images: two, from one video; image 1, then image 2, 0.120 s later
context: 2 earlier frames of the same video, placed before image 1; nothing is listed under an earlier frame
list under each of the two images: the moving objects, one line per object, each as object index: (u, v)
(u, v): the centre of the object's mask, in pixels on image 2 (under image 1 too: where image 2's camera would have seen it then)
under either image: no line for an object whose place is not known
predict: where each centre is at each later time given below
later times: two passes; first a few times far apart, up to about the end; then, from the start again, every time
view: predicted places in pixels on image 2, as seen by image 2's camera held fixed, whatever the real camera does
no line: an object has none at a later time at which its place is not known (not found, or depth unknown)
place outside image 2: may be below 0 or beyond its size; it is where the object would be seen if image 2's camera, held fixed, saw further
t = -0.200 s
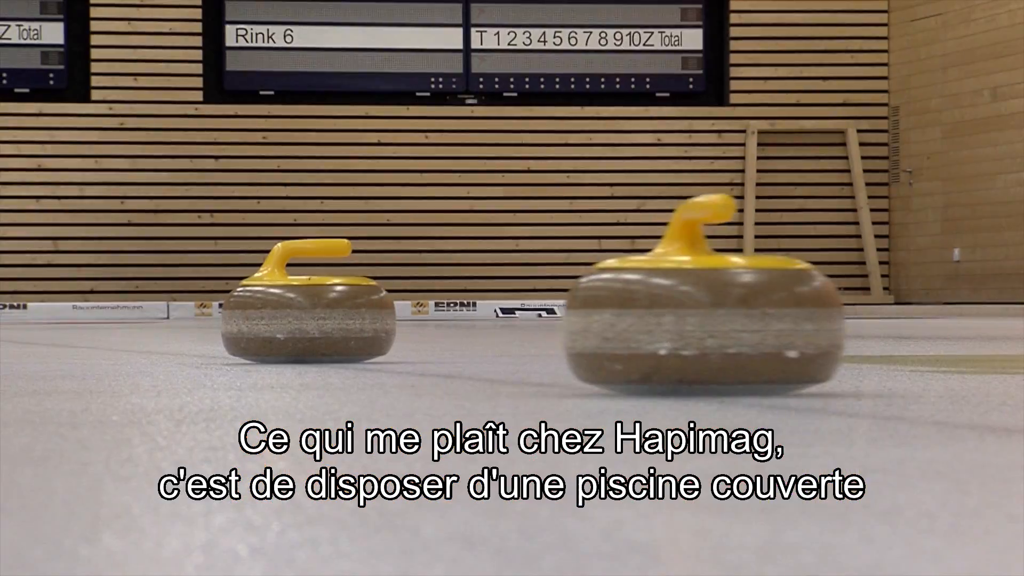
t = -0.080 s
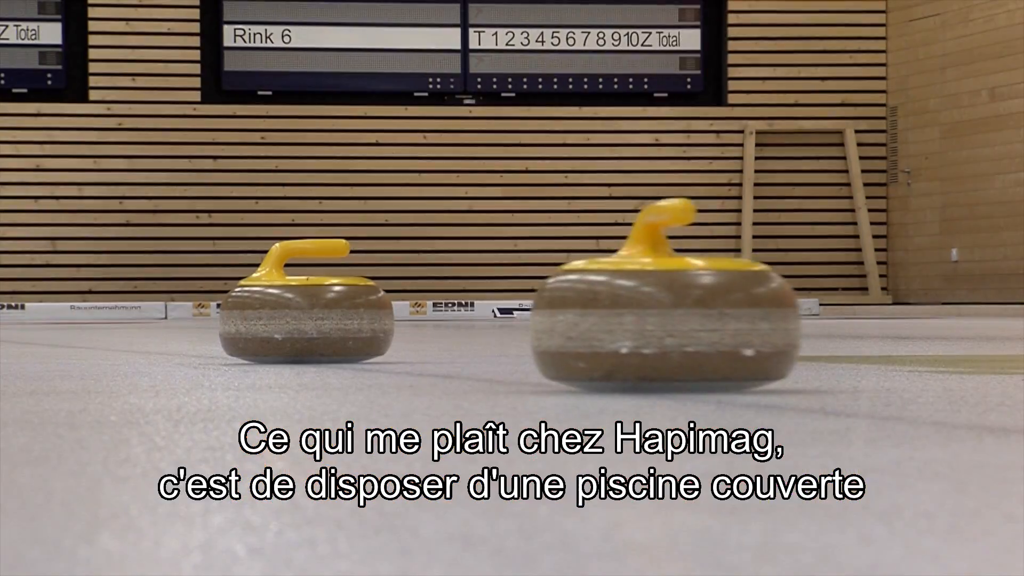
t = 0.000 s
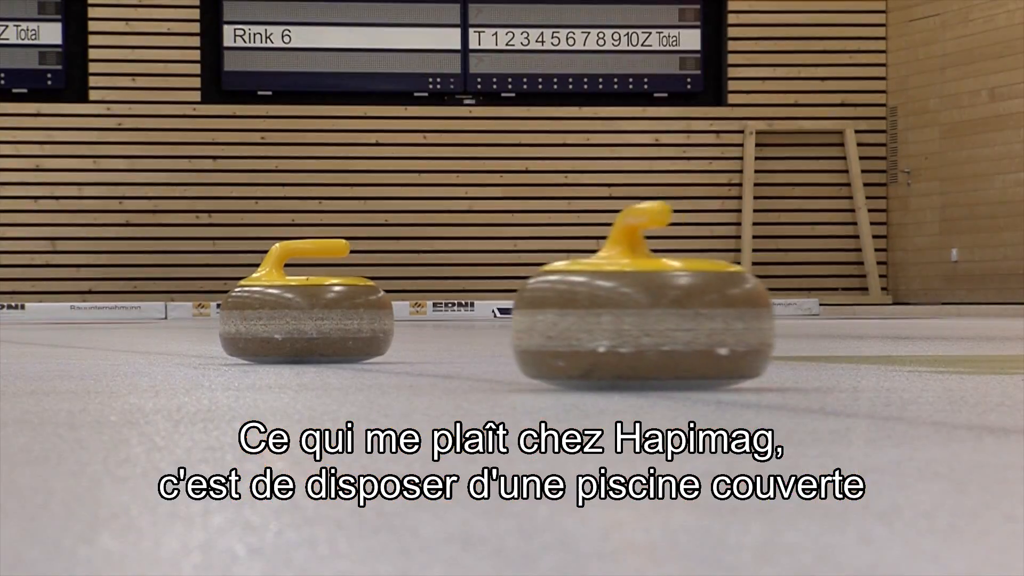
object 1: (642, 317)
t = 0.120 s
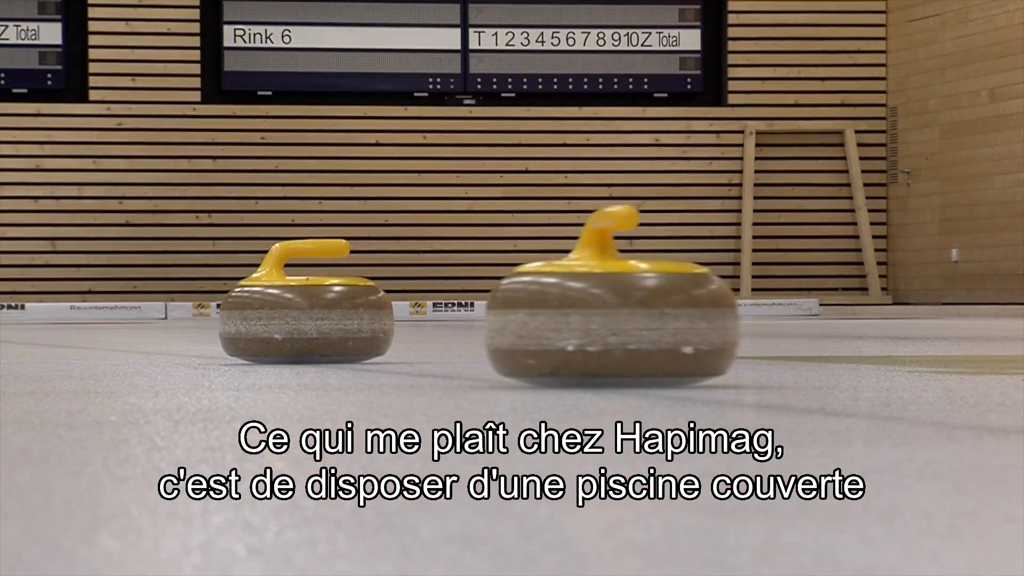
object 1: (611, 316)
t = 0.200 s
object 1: (591, 315)
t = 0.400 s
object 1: (548, 315)
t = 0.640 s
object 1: (502, 316)
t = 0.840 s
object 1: (468, 316)
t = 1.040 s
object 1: (439, 316)
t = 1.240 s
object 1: (412, 316)
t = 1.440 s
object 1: (388, 316)
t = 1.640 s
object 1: (366, 316)
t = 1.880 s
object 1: (381, 315)
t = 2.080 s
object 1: (391, 314)
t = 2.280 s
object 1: (394, 314)
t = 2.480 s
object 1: (394, 314)
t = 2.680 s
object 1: (394, 314)
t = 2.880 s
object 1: (394, 314)
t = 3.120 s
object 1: (394, 314)
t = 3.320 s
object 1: (394, 314)
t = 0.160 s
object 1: (601, 316)
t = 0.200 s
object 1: (591, 315)
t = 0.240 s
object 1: (582, 315)
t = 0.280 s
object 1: (573, 316)
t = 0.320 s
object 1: (564, 315)
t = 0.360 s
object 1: (556, 315)
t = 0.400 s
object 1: (548, 315)
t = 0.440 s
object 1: (540, 315)
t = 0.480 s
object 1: (532, 315)
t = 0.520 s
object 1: (524, 315)
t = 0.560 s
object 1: (517, 316)
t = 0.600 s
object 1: (509, 315)
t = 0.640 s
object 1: (502, 316)
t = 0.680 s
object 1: (495, 316)
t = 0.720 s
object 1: (488, 316)
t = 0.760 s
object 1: (482, 316)
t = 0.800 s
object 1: (475, 316)
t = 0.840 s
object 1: (468, 316)
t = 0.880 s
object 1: (462, 316)
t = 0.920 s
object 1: (456, 316)
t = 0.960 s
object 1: (450, 316)
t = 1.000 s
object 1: (444, 316)
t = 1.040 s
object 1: (439, 316)
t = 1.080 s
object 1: (433, 316)
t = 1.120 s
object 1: (428, 316)
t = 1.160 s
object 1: (422, 316)
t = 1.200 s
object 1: (417, 316)
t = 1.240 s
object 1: (412, 316)
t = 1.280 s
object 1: (407, 316)
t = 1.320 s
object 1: (402, 316)
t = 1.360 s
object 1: (398, 316)
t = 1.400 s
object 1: (393, 316)
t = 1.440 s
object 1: (388, 316)
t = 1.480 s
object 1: (384, 316)
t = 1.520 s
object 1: (379, 316)
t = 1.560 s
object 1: (375, 316)
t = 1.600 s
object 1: (371, 316)
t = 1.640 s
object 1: (366, 316)
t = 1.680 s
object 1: (365, 316)
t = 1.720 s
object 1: (369, 316)
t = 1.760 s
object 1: (373, 315)
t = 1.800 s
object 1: (375, 315)
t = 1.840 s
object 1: (378, 315)
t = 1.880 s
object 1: (381, 315)
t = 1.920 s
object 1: (384, 315)
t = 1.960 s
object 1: (386, 315)
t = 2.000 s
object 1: (388, 314)
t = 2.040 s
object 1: (389, 314)
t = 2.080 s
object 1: (391, 314)
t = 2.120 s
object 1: (392, 314)
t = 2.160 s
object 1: (393, 314)
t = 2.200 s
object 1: (393, 314)
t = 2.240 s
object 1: (393, 314)
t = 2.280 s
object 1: (394, 314)
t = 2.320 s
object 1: (393, 314)
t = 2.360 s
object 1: (393, 314)
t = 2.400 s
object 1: (394, 314)
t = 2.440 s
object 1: (393, 314)
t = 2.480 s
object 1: (394, 314)
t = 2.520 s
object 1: (394, 314)
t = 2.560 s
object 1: (394, 314)
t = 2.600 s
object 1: (394, 314)
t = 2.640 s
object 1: (394, 314)
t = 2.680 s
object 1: (394, 314)
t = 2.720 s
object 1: (394, 314)
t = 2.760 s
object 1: (394, 314)
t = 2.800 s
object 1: (394, 314)
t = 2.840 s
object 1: (394, 314)
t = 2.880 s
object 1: (394, 314)
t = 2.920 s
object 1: (394, 314)
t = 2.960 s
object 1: (394, 314)
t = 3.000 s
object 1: (394, 314)
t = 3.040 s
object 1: (394, 314)
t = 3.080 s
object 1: (394, 314)
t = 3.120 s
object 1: (394, 314)
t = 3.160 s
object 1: (394, 314)
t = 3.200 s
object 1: (394, 314)
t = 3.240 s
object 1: (394, 314)
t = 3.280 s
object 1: (394, 314)
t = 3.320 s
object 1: (394, 314)
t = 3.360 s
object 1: (394, 314)
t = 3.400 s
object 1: (394, 314)
